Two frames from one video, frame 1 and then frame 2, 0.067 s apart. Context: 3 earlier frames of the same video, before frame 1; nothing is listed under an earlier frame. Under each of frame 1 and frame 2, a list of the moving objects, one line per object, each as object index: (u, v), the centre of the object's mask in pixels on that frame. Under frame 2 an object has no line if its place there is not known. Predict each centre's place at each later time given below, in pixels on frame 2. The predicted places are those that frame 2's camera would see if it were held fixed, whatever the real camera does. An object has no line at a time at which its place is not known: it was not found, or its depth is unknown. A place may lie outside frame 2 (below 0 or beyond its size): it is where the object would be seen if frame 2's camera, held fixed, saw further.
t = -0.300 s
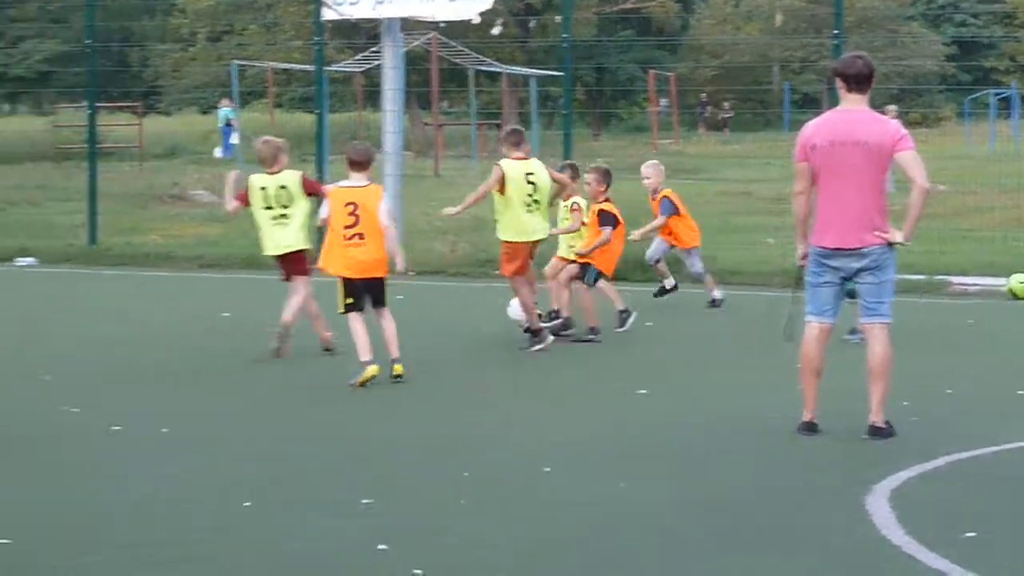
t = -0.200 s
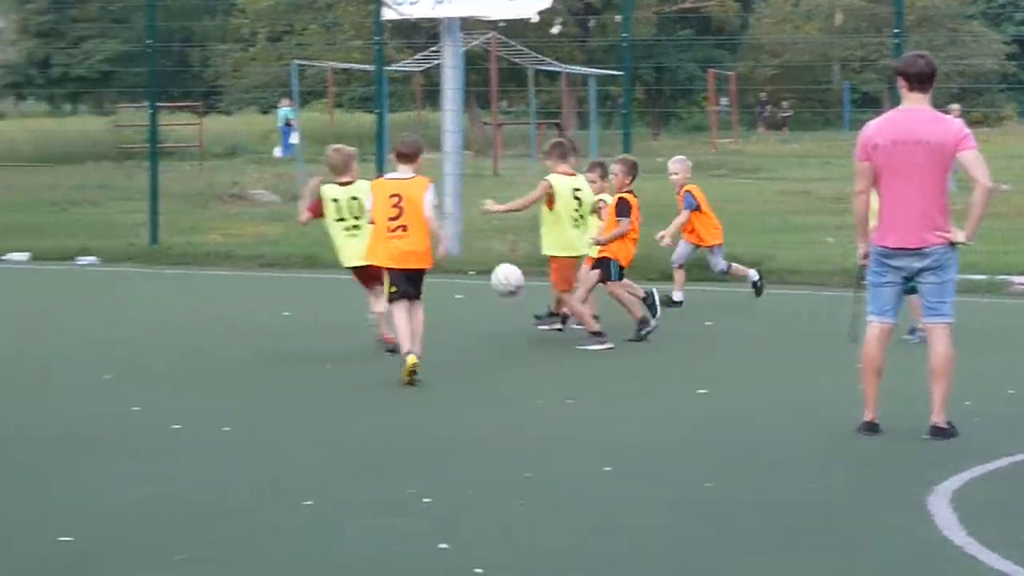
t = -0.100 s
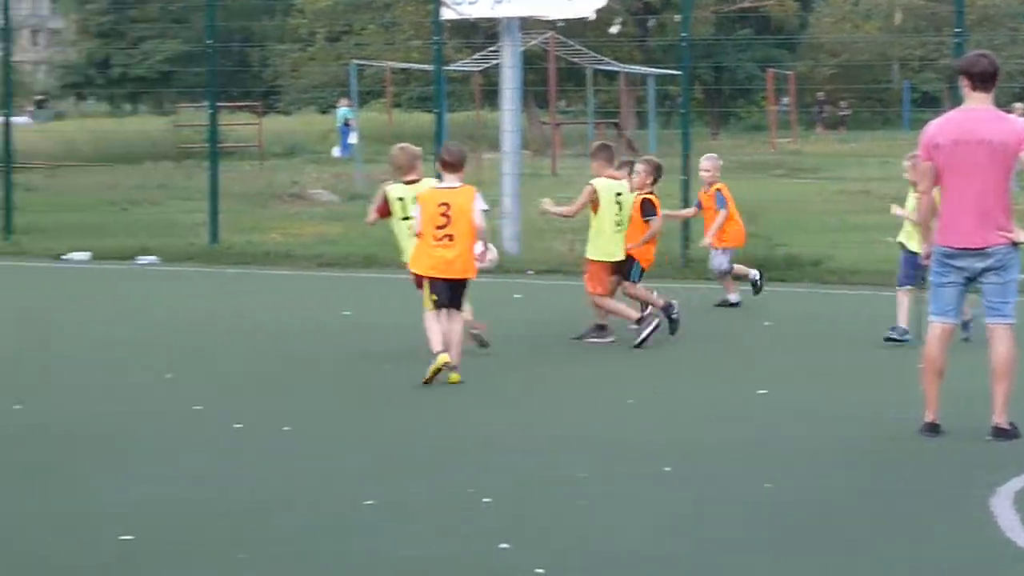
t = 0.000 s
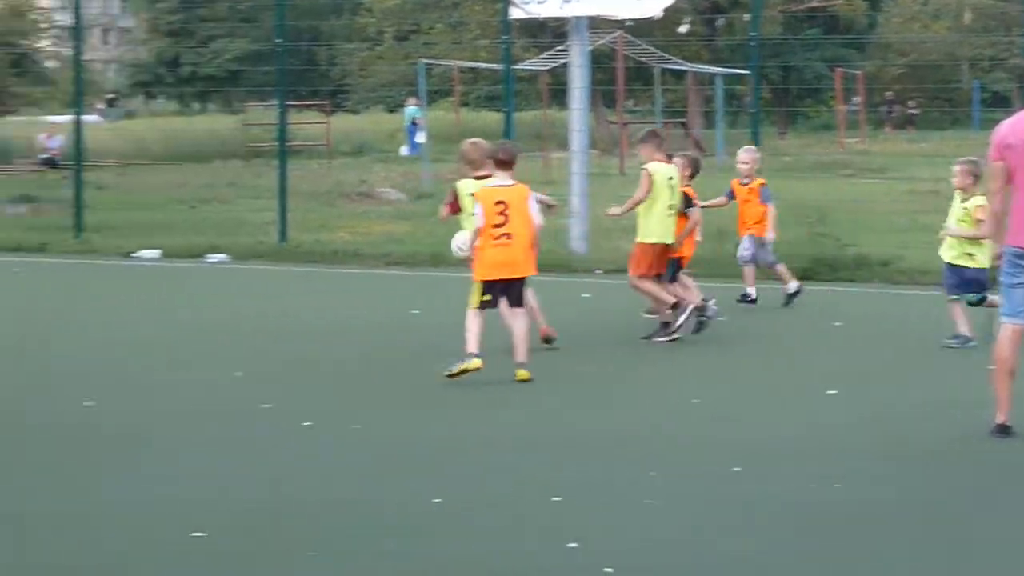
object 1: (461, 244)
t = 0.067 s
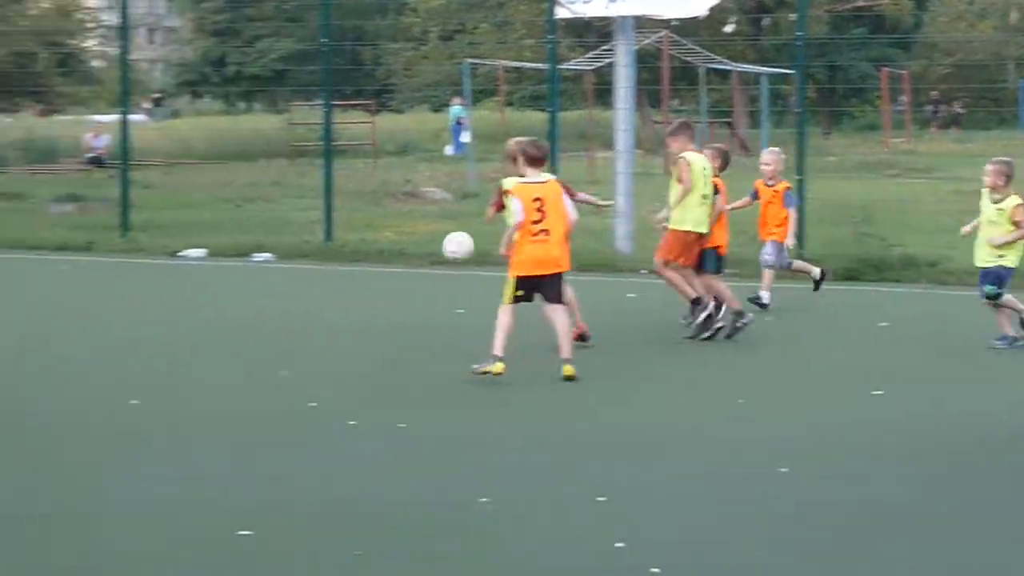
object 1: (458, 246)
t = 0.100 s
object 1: (432, 249)
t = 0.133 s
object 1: (407, 254)
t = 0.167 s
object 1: (383, 260)
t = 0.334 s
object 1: (259, 310)
